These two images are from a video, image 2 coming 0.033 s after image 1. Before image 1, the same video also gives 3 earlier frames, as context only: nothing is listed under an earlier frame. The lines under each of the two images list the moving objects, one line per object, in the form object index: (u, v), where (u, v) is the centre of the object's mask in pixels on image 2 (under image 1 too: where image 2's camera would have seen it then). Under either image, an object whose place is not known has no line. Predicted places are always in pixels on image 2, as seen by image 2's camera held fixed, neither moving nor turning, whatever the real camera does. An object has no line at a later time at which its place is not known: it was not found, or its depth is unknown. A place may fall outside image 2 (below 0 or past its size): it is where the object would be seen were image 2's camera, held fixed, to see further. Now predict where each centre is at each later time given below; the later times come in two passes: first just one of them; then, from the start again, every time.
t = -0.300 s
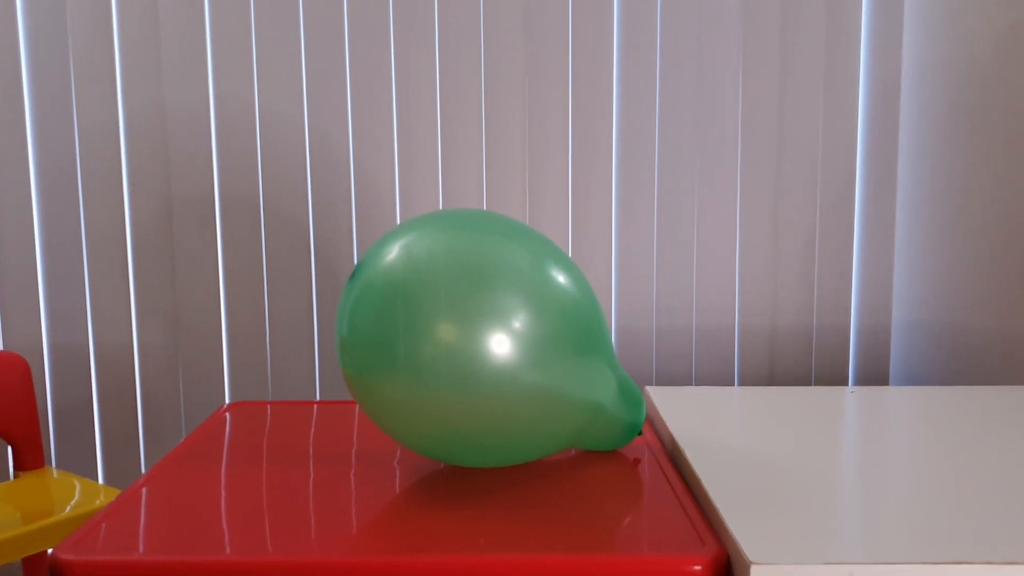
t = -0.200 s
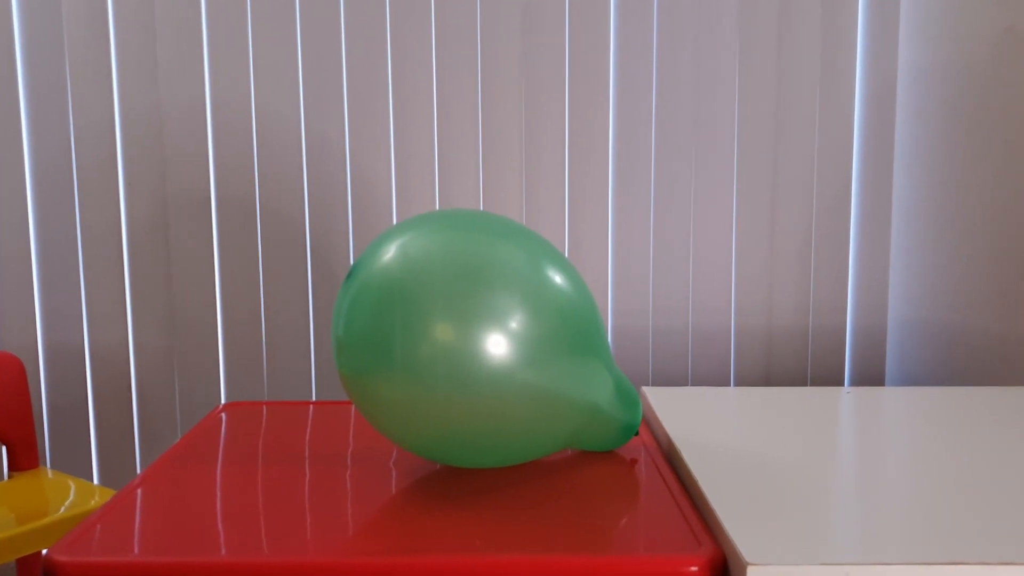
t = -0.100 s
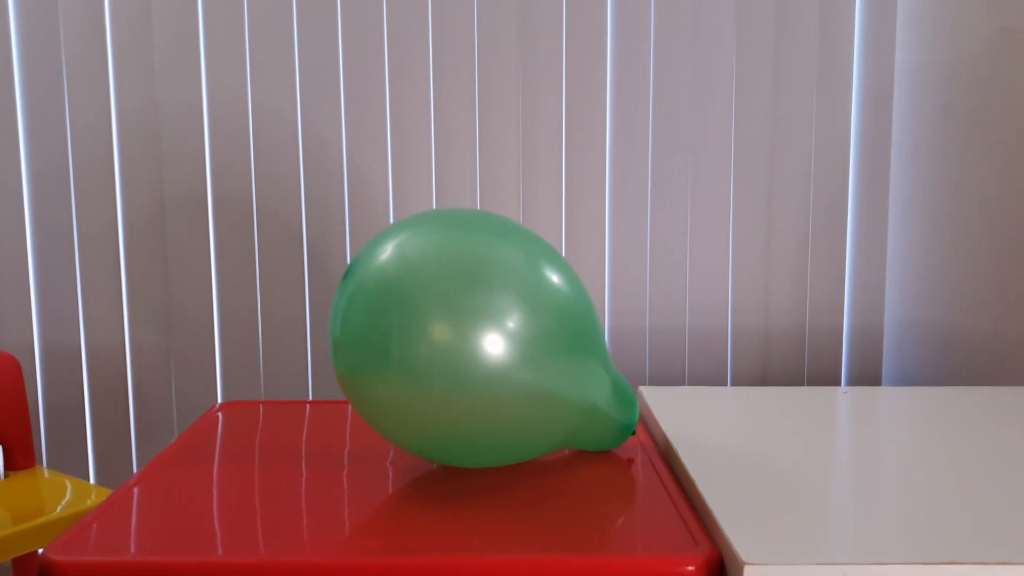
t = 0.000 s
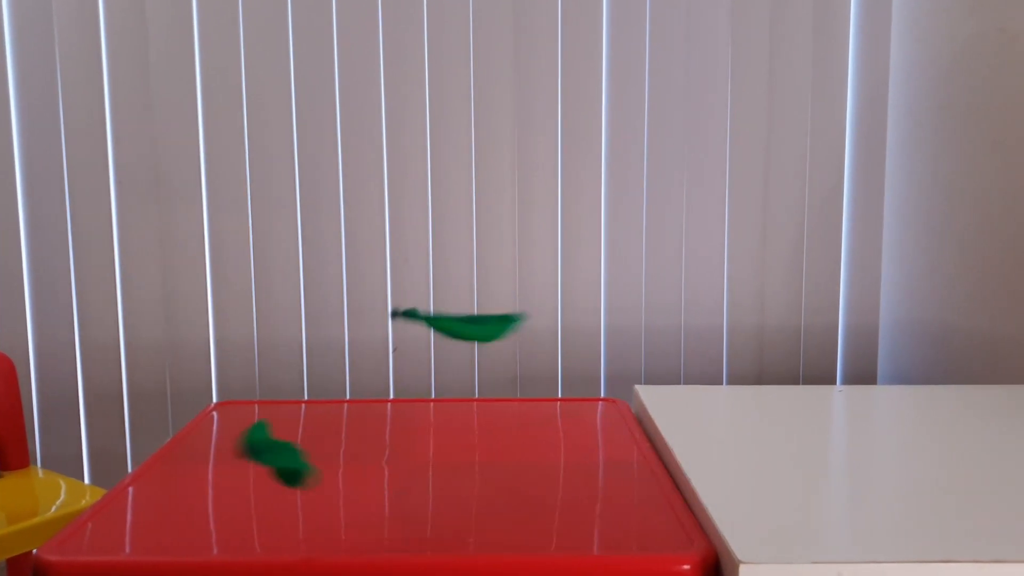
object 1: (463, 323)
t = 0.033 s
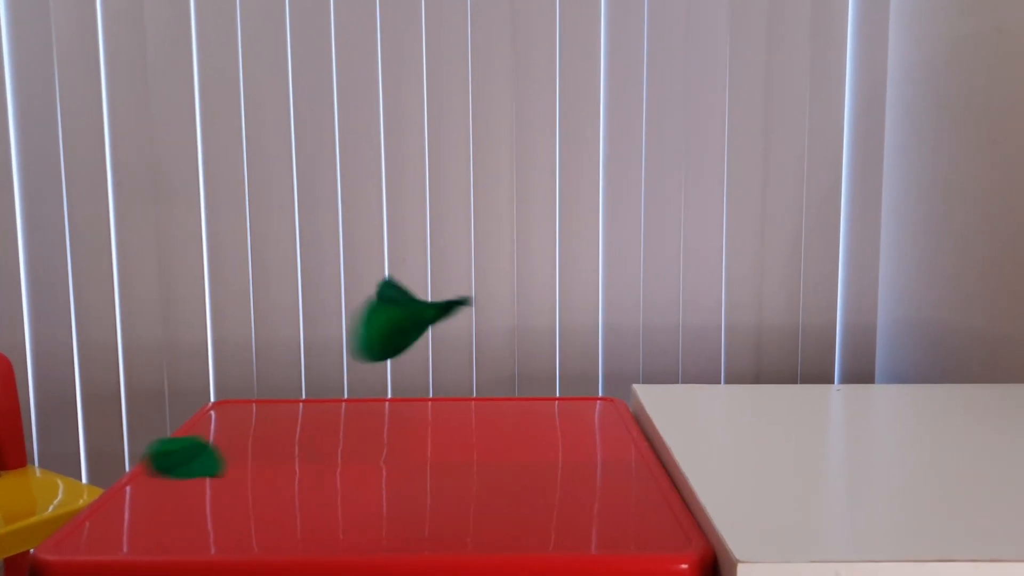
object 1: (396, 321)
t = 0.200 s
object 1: (527, 532)
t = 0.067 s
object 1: (416, 322)
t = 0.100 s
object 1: (441, 355)
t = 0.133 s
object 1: (469, 400)
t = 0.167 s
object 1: (498, 466)
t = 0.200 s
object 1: (527, 532)
